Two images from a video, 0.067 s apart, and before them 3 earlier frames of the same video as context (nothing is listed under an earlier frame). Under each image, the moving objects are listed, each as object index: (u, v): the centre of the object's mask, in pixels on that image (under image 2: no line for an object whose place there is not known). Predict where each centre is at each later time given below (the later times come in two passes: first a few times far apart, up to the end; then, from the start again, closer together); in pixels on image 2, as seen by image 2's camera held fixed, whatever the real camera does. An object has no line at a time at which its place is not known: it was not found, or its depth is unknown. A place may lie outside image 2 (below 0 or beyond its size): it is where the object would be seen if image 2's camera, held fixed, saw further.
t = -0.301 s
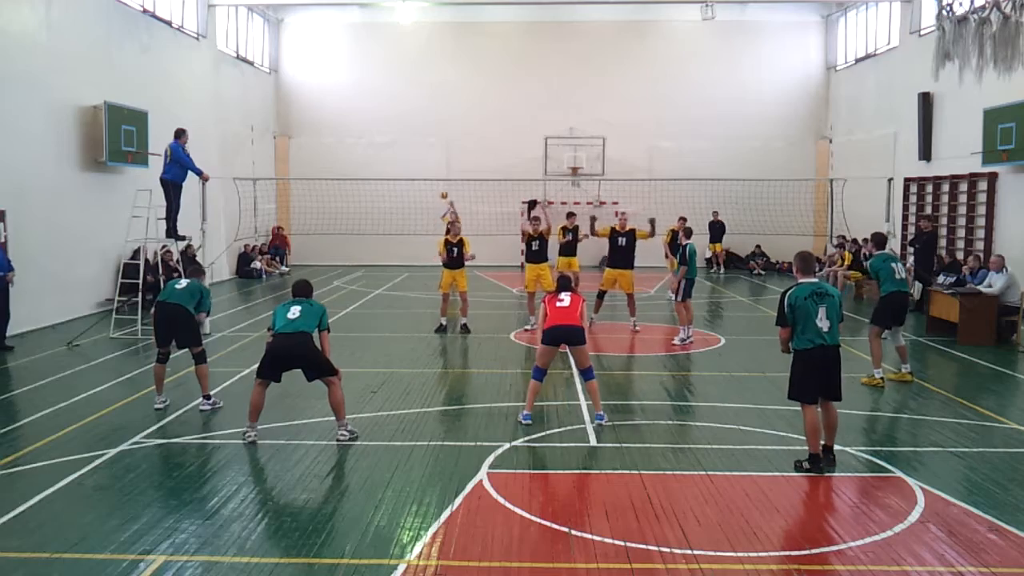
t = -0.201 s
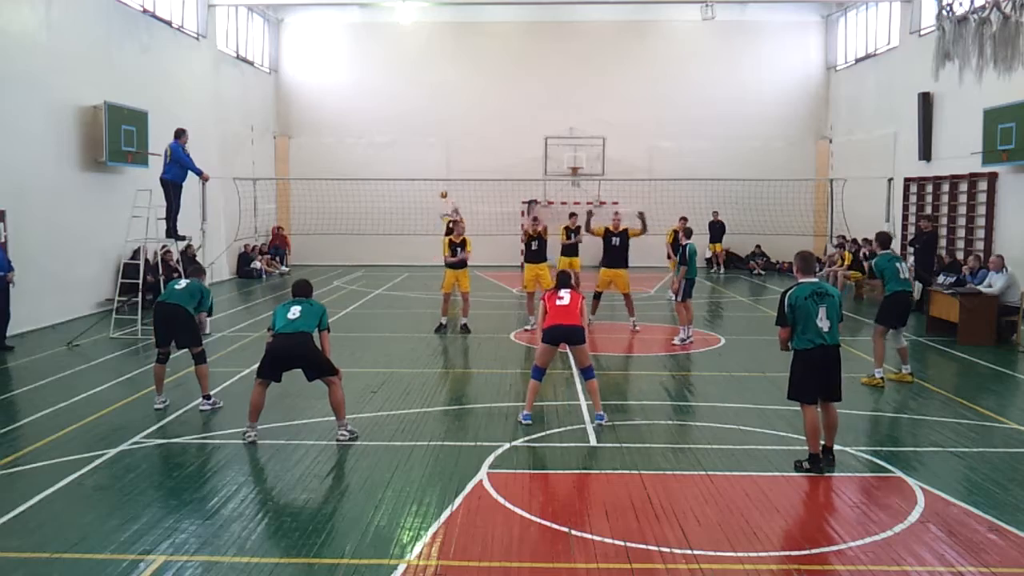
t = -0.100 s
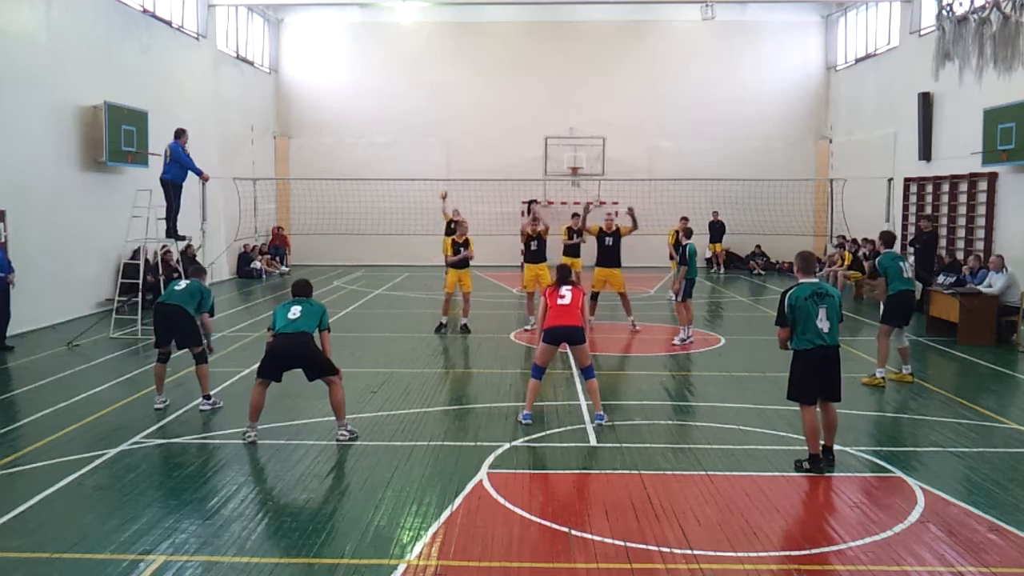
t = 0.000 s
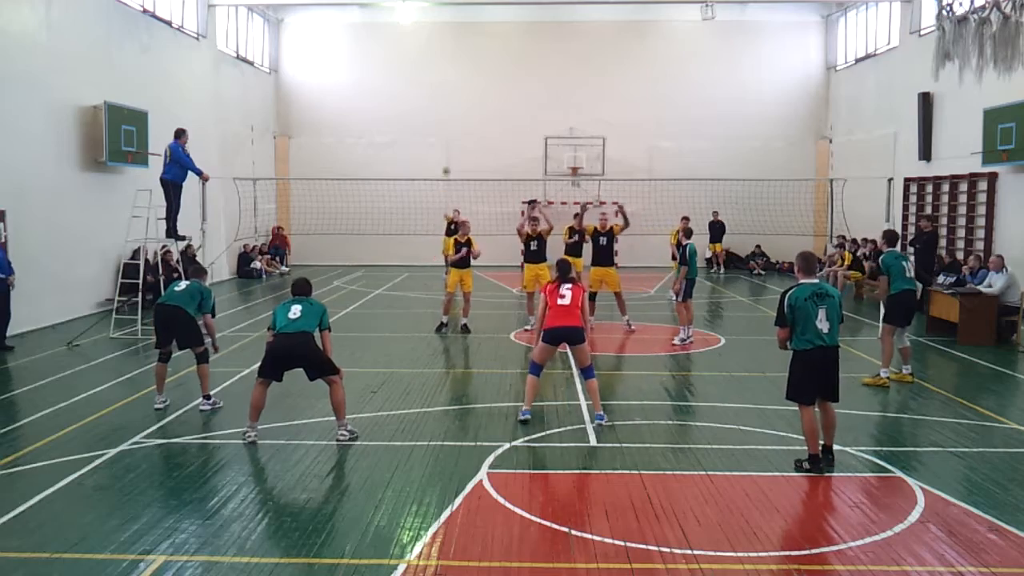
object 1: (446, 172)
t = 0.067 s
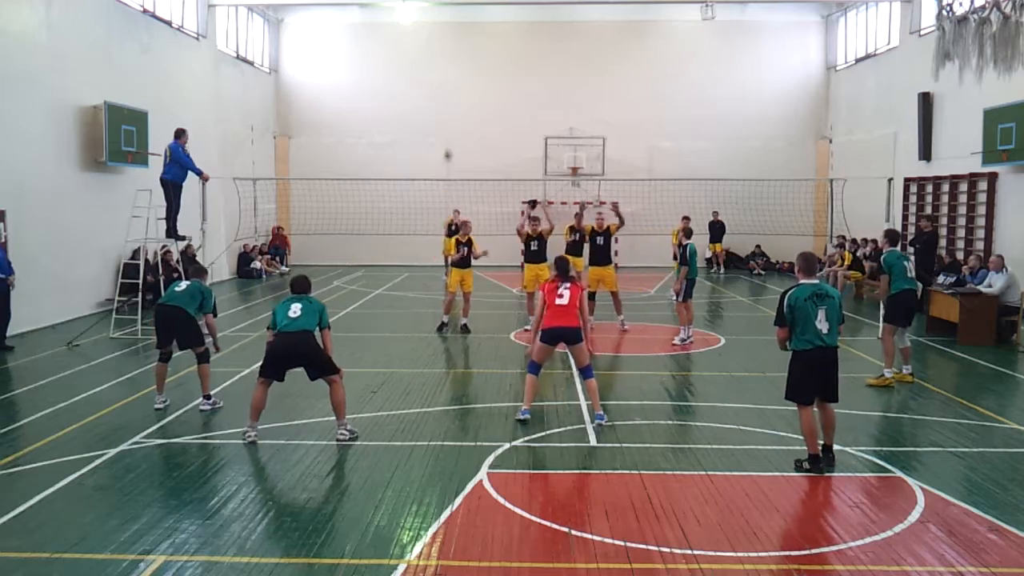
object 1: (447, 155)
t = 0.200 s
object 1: (450, 126)
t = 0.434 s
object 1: (448, 84)
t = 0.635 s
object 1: (438, 61)
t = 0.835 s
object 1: (426, 63)
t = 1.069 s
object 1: (408, 118)
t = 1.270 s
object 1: (392, 239)
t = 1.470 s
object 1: (355, 500)
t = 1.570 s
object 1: (337, 493)
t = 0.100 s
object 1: (448, 148)
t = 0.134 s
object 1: (449, 140)
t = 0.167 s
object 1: (450, 133)
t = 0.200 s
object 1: (450, 126)
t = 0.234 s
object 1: (450, 119)
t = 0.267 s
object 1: (450, 112)
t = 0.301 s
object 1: (450, 106)
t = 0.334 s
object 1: (450, 100)
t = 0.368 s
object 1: (450, 95)
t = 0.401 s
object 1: (449, 89)
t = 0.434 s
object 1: (448, 84)
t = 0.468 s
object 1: (447, 79)
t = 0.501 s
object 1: (446, 75)
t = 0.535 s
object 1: (444, 71)
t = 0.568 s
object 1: (442, 66)
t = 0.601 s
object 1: (440, 63)
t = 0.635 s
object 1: (438, 61)
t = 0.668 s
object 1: (437, 59)
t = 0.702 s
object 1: (435, 58)
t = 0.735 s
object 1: (433, 58)
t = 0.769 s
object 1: (430, 59)
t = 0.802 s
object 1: (428, 61)
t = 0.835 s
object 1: (426, 63)
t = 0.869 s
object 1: (424, 67)
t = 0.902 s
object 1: (422, 72)
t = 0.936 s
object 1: (419, 78)
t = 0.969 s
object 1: (417, 86)
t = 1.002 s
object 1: (413, 95)
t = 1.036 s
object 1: (411, 106)
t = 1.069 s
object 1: (408, 118)
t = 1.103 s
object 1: (406, 133)
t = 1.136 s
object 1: (403, 149)
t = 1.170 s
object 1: (401, 167)
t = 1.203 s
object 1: (399, 189)
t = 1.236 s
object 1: (396, 213)
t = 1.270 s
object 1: (392, 239)
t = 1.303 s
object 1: (388, 270)
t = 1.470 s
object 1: (355, 500)
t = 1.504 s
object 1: (347, 541)
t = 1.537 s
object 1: (341, 518)
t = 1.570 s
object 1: (337, 493)
